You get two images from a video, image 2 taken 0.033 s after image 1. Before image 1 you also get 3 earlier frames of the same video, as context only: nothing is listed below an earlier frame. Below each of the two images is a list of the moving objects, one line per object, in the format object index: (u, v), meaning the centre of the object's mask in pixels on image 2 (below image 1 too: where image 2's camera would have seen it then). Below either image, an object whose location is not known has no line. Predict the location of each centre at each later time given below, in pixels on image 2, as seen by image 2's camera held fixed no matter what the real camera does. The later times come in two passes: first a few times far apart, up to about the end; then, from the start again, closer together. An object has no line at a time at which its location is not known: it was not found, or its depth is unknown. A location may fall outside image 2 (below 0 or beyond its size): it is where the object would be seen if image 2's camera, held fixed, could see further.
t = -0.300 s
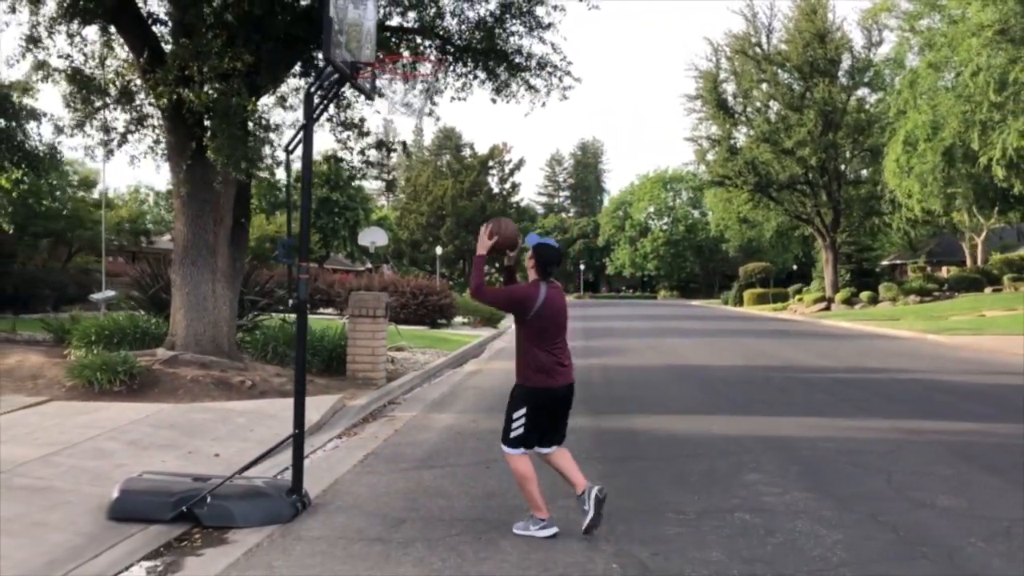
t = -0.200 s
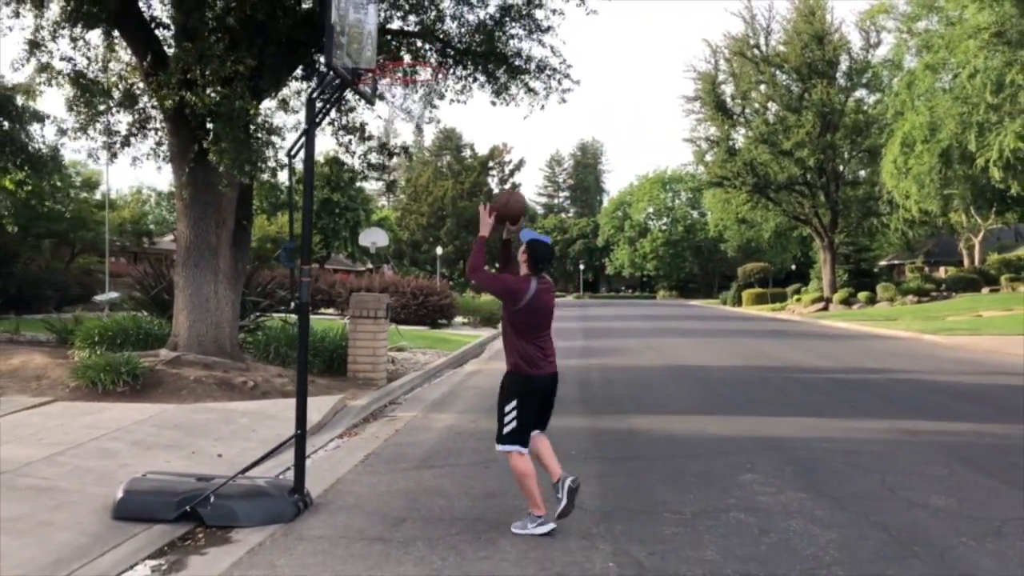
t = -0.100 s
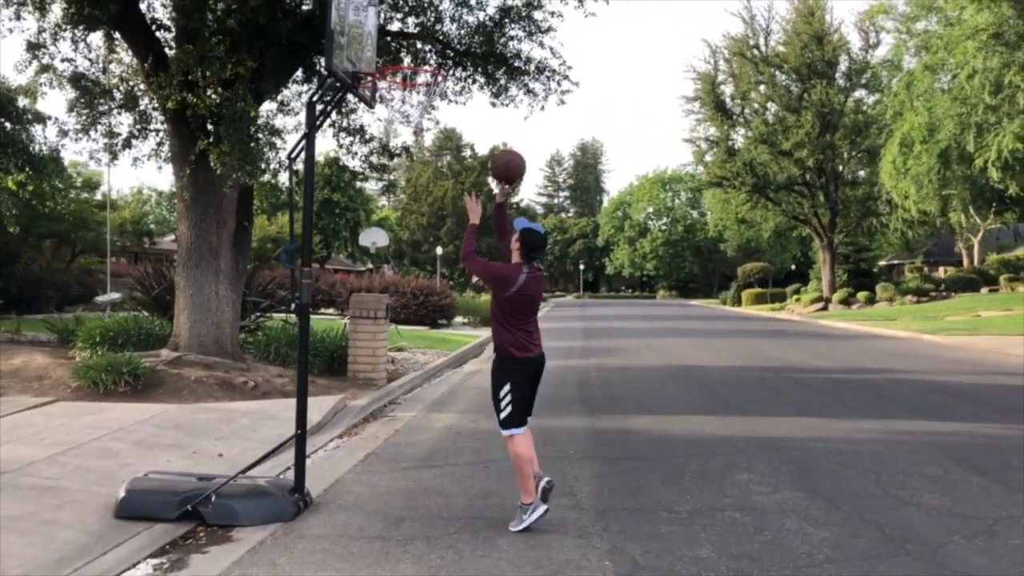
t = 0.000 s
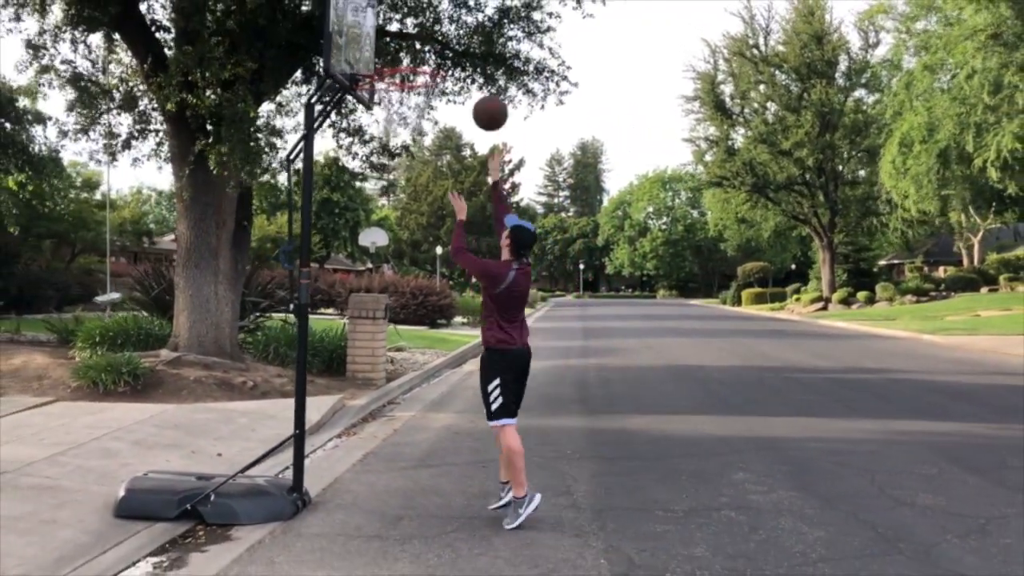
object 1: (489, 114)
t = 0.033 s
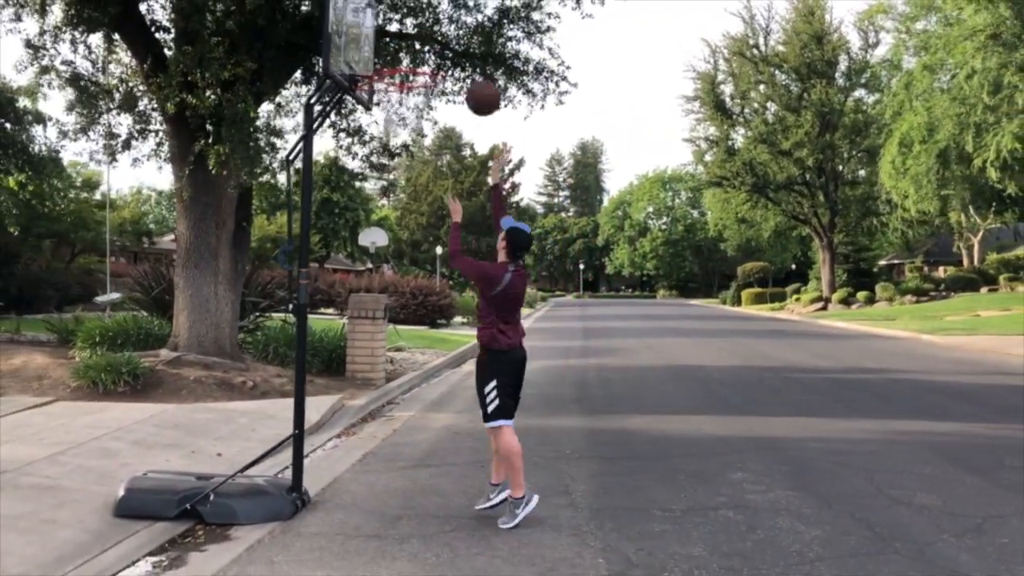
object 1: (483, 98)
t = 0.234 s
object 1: (447, 44)
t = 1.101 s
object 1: (406, 148)
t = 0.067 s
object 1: (477, 84)
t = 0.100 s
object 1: (472, 73)
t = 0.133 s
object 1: (466, 64)
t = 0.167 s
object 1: (460, 54)
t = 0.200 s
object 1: (453, 48)
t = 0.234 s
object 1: (447, 44)
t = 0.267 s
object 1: (442, 40)
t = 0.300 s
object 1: (437, 38)
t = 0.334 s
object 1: (432, 38)
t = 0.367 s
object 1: (425, 41)
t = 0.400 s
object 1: (419, 44)
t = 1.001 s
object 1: (407, 121)
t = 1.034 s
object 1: (406, 128)
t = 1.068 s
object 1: (406, 138)
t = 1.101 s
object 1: (406, 148)
